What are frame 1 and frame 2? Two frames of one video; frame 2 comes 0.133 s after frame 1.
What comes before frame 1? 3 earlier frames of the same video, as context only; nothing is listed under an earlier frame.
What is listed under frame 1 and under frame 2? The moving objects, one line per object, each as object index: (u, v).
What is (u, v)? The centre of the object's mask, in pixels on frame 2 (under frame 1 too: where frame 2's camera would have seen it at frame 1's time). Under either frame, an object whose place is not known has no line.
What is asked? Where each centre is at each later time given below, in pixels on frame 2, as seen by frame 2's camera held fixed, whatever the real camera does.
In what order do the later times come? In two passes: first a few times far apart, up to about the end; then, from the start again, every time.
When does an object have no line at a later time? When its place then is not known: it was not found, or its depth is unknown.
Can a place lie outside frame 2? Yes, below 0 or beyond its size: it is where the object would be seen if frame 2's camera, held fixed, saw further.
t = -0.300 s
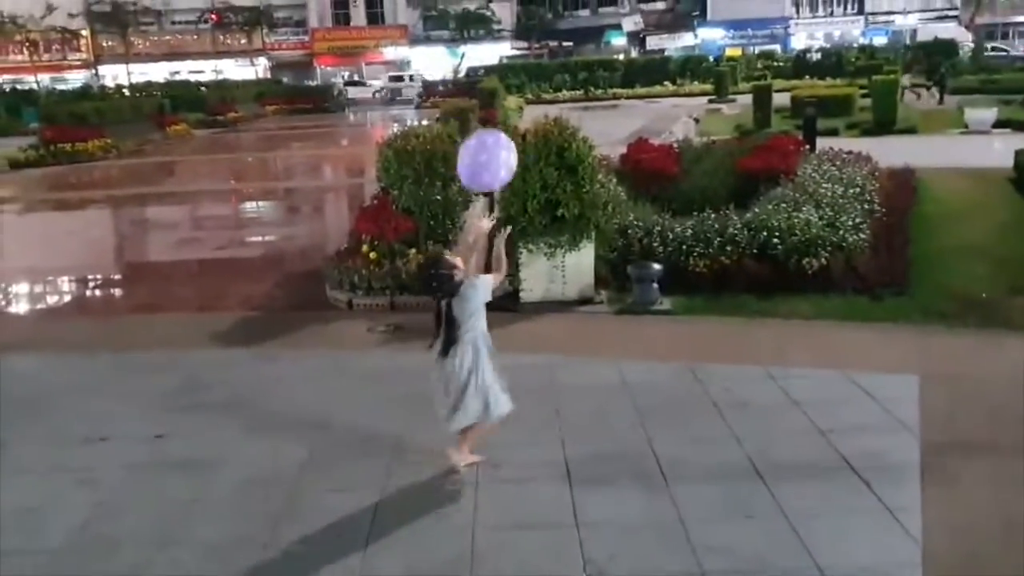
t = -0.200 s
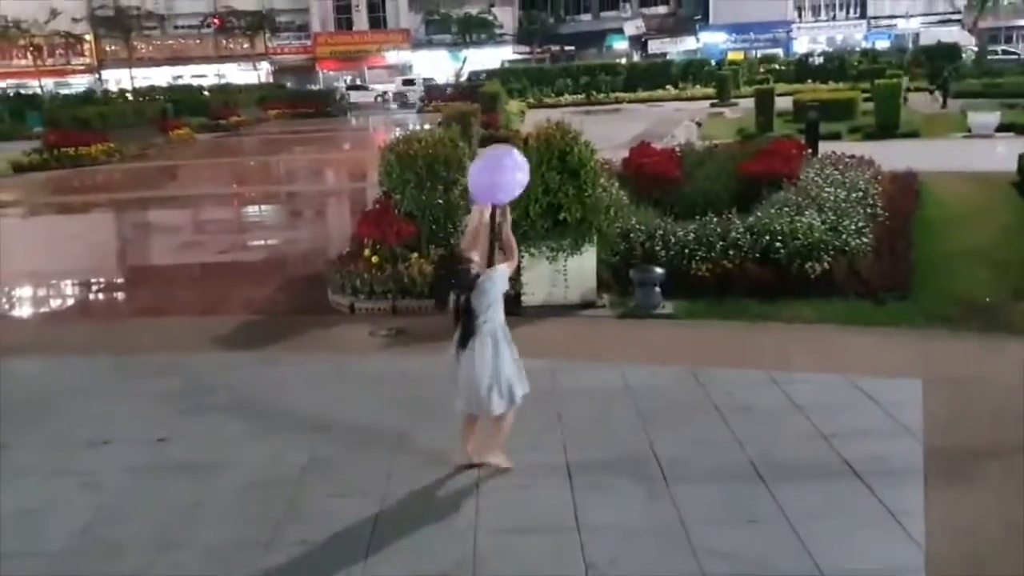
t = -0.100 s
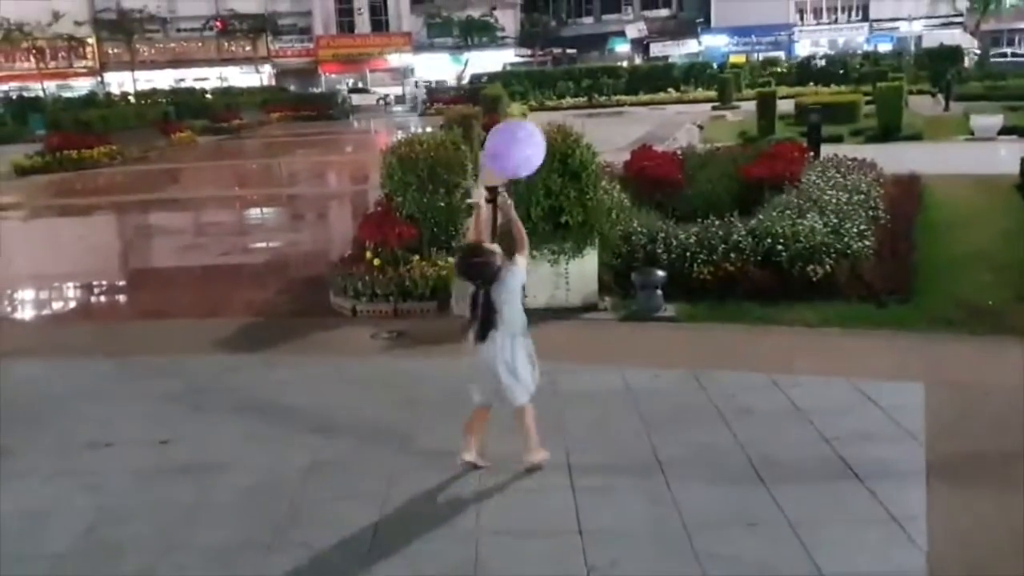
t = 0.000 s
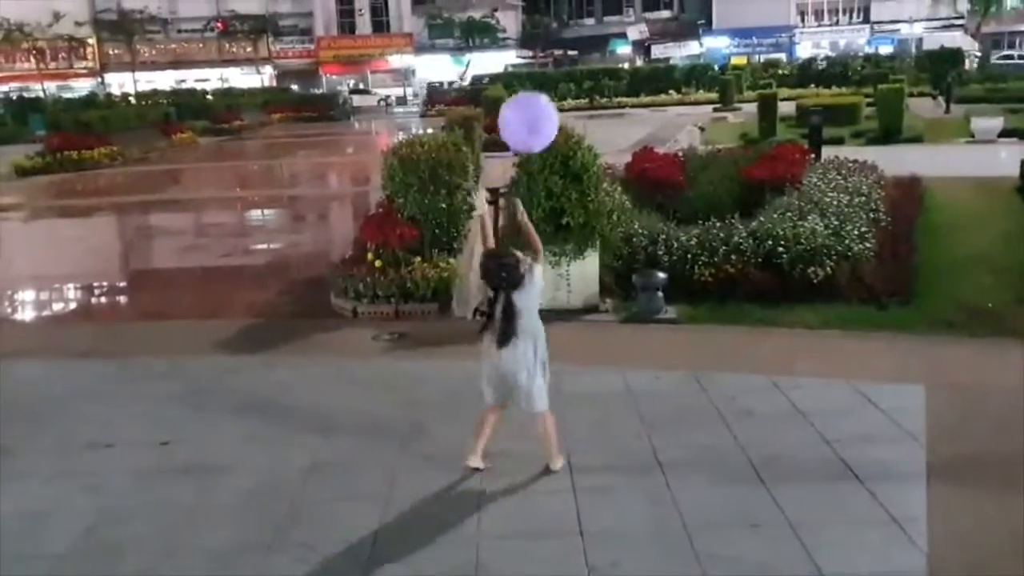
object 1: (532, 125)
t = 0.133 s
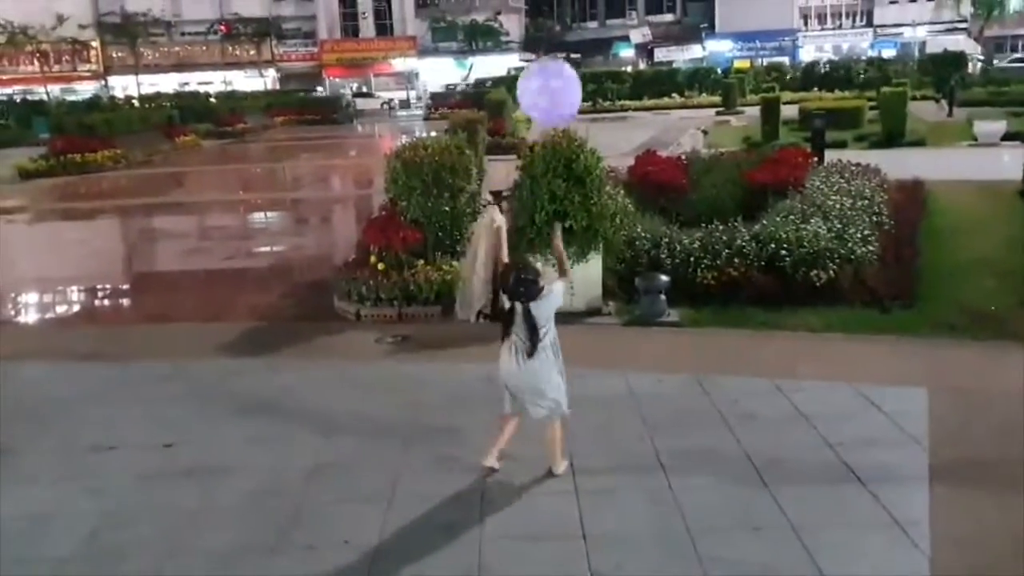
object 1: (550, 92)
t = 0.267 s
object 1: (571, 63)
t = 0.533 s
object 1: (613, 37)
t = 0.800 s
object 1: (646, 42)
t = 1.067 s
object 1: (674, 80)
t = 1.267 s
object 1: (694, 125)
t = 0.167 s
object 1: (555, 84)
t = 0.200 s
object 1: (560, 77)
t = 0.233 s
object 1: (565, 70)
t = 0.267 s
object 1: (571, 63)
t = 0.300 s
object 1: (576, 58)
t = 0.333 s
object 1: (582, 53)
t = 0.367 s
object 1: (588, 48)
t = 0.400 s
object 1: (593, 45)
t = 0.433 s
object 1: (598, 42)
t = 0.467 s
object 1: (603, 40)
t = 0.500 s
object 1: (608, 38)
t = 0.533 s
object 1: (613, 37)
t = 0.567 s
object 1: (617, 36)
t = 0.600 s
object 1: (622, 35)
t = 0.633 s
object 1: (627, 34)
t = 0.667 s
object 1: (631, 35)
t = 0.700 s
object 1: (635, 36)
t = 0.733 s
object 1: (639, 37)
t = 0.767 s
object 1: (642, 39)
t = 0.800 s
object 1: (646, 42)
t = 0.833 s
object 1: (650, 45)
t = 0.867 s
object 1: (653, 49)
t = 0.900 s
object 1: (657, 52)
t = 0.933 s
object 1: (660, 58)
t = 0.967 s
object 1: (662, 61)
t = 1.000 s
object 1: (667, 69)
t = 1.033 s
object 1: (671, 75)
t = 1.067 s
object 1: (674, 80)
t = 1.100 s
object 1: (677, 88)
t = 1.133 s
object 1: (681, 95)
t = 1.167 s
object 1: (684, 102)
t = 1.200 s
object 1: (688, 109)
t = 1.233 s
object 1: (691, 117)
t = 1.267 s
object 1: (694, 125)
